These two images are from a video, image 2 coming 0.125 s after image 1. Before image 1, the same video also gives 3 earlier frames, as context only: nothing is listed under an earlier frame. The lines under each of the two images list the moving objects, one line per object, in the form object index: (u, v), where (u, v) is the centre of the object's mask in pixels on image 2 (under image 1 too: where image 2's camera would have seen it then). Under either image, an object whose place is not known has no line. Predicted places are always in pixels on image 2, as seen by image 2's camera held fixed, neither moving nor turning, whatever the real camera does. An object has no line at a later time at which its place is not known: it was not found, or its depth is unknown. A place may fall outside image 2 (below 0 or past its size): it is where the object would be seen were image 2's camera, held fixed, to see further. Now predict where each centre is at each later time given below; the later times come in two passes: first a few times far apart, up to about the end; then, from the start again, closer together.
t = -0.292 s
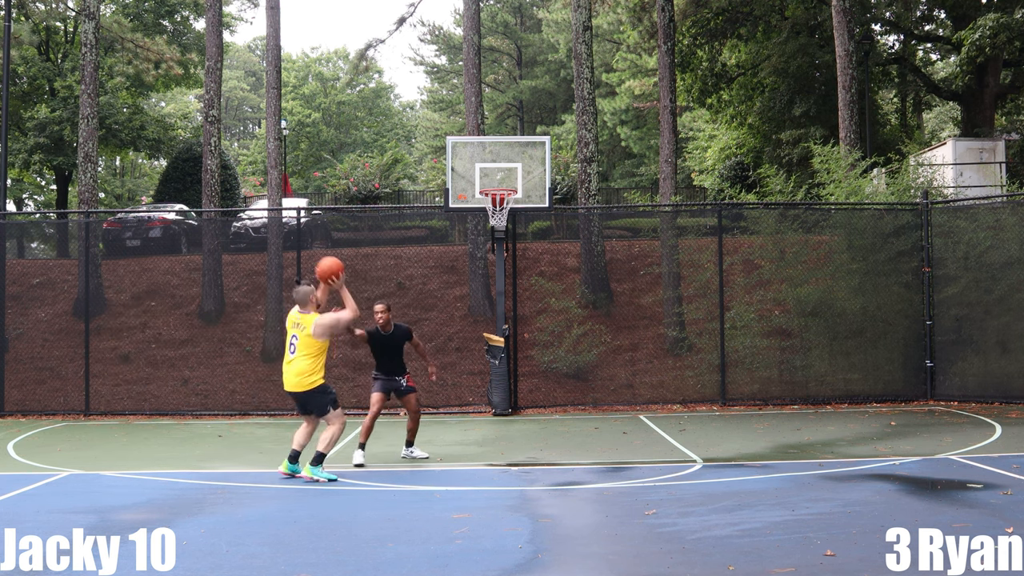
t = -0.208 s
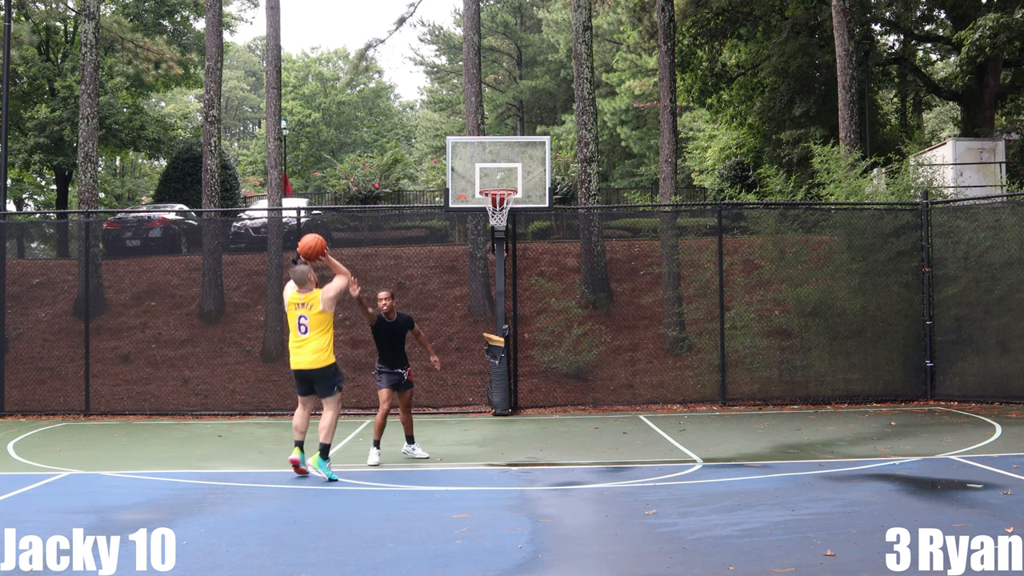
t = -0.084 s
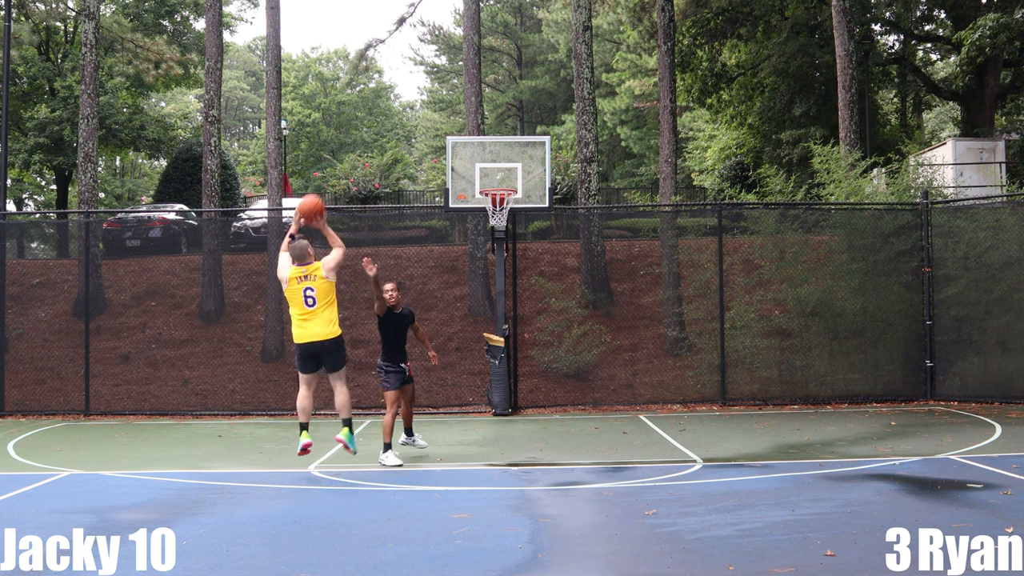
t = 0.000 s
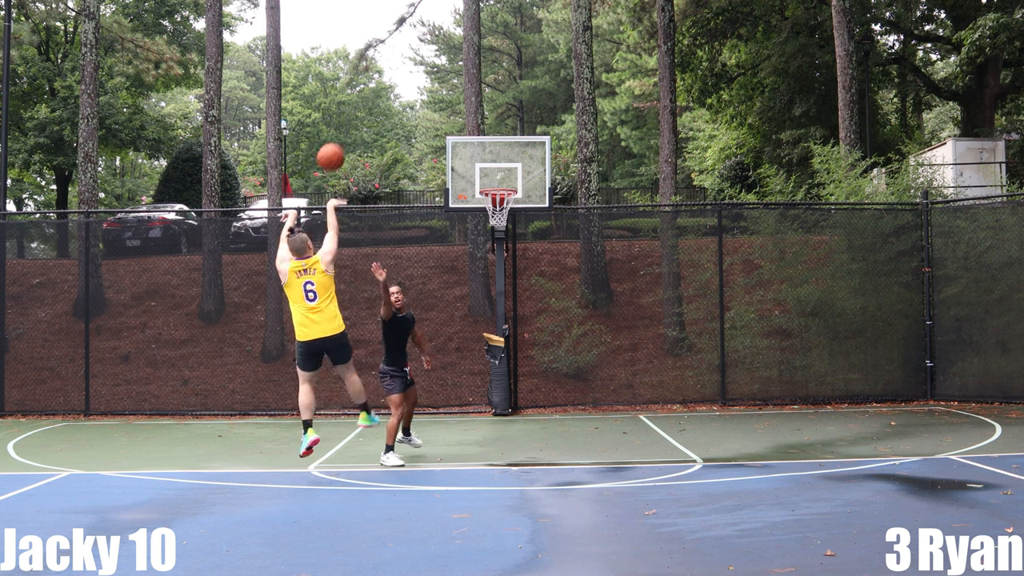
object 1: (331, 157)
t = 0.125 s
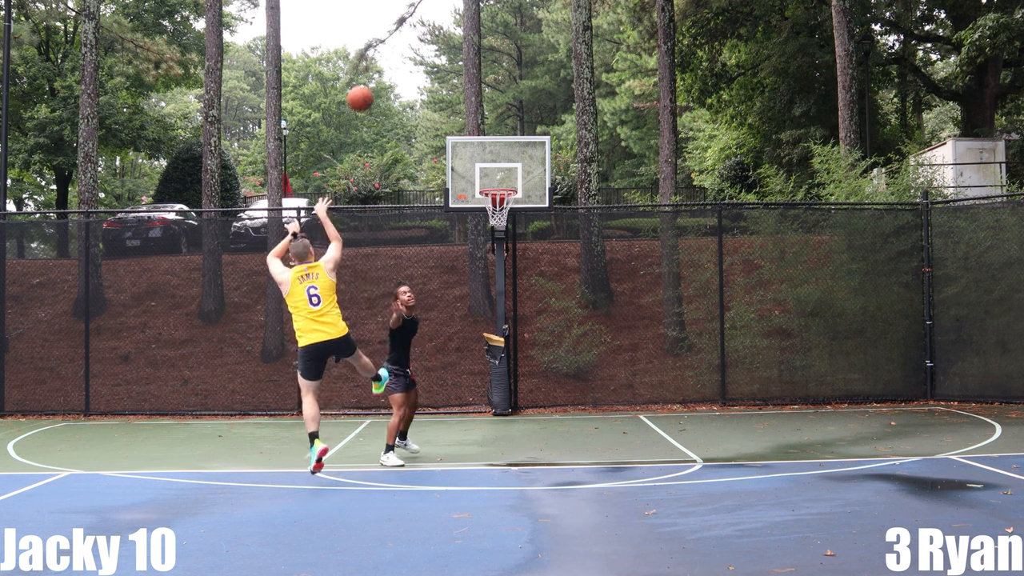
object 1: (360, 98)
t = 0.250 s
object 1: (387, 61)
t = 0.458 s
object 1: (426, 36)
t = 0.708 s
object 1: (465, 58)
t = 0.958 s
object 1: (498, 124)
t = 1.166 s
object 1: (523, 175)
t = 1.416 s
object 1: (546, 146)
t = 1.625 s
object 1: (563, 153)
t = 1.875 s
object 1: (587, 208)
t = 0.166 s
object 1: (369, 83)
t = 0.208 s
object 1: (377, 72)
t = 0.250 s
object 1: (387, 61)
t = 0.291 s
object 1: (395, 53)
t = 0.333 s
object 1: (403, 46)
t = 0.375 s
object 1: (411, 41)
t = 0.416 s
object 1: (419, 38)
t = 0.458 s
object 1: (426, 36)
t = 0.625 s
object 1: (452, 45)
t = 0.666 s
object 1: (459, 51)
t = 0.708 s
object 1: (465, 58)
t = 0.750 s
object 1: (471, 66)
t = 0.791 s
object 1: (476, 75)
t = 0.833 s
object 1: (482, 86)
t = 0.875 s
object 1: (488, 97)
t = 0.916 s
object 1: (493, 111)
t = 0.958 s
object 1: (498, 124)
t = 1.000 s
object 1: (503, 139)
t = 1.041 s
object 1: (508, 155)
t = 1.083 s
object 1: (513, 173)
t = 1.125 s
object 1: (518, 183)
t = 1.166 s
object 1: (523, 175)
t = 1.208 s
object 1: (528, 169)
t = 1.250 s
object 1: (532, 162)
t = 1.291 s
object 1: (535, 156)
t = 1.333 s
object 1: (539, 151)
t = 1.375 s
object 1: (542, 148)
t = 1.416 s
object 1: (546, 146)
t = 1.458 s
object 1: (549, 144)
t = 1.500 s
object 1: (553, 145)
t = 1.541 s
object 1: (557, 146)
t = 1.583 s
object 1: (560, 149)
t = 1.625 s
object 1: (563, 153)
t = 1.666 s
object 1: (567, 159)
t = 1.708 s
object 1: (571, 165)
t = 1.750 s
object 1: (575, 174)
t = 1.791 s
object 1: (579, 183)
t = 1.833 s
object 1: (583, 195)
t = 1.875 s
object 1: (587, 208)
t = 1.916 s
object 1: (591, 222)
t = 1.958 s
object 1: (595, 238)
